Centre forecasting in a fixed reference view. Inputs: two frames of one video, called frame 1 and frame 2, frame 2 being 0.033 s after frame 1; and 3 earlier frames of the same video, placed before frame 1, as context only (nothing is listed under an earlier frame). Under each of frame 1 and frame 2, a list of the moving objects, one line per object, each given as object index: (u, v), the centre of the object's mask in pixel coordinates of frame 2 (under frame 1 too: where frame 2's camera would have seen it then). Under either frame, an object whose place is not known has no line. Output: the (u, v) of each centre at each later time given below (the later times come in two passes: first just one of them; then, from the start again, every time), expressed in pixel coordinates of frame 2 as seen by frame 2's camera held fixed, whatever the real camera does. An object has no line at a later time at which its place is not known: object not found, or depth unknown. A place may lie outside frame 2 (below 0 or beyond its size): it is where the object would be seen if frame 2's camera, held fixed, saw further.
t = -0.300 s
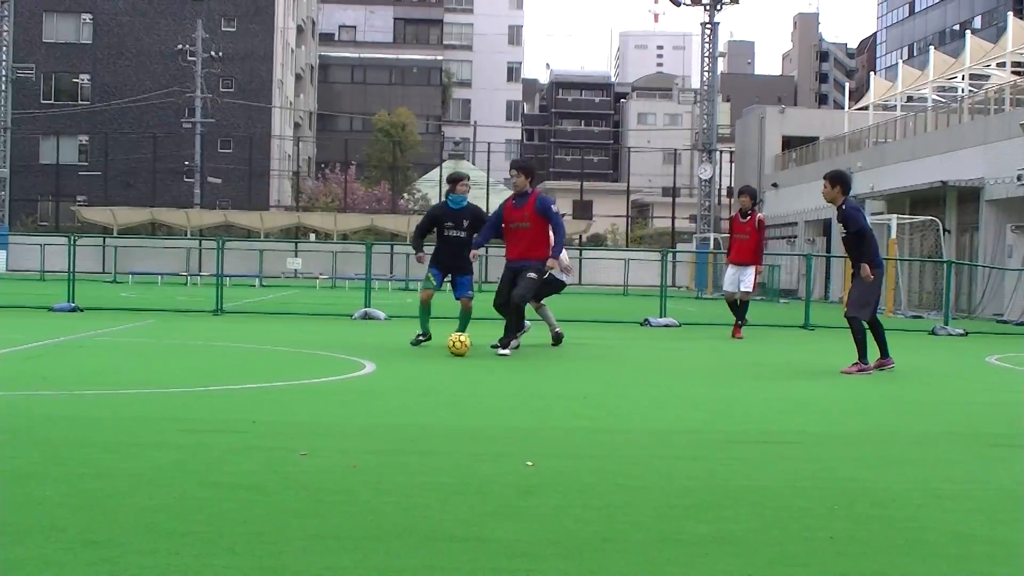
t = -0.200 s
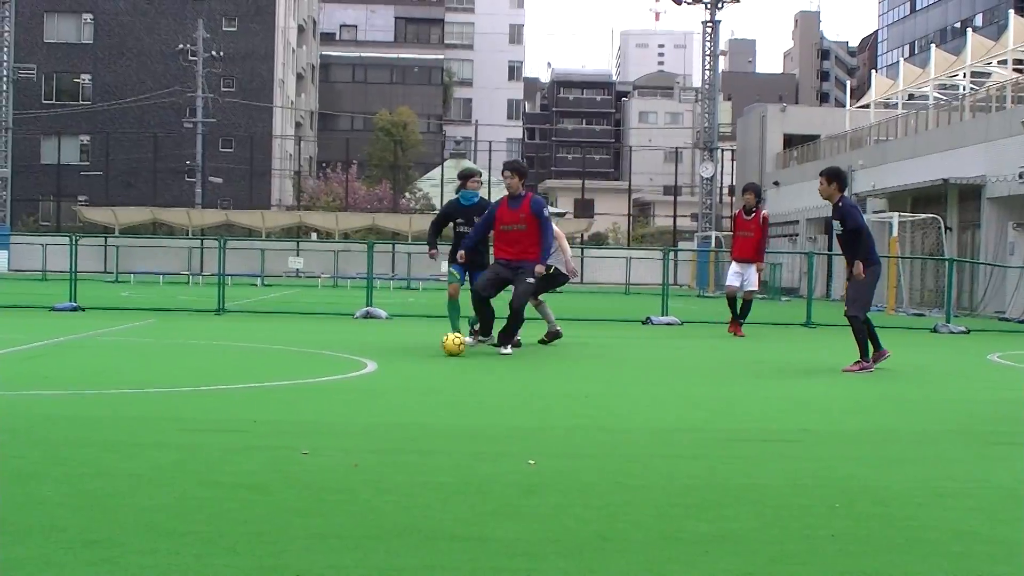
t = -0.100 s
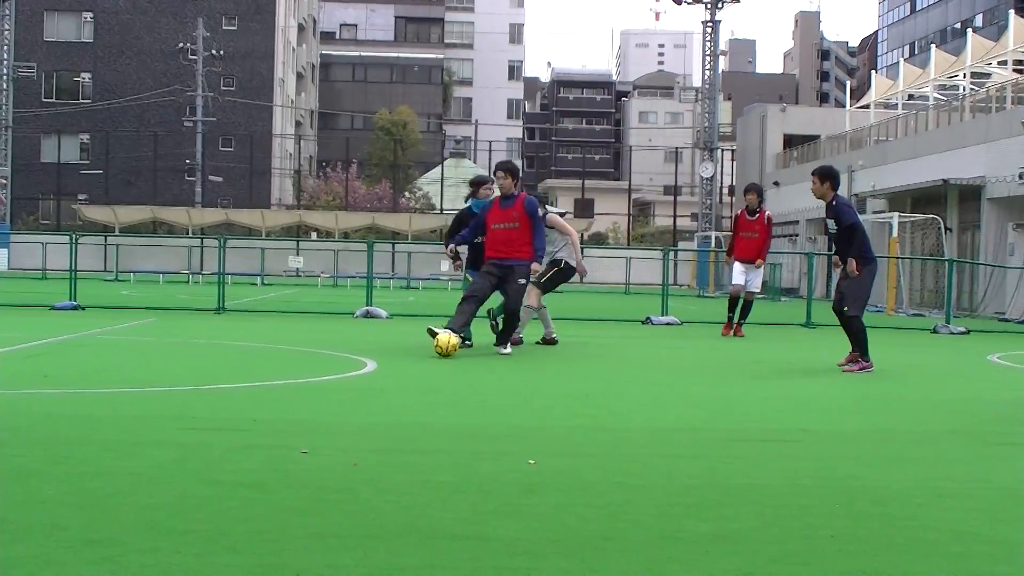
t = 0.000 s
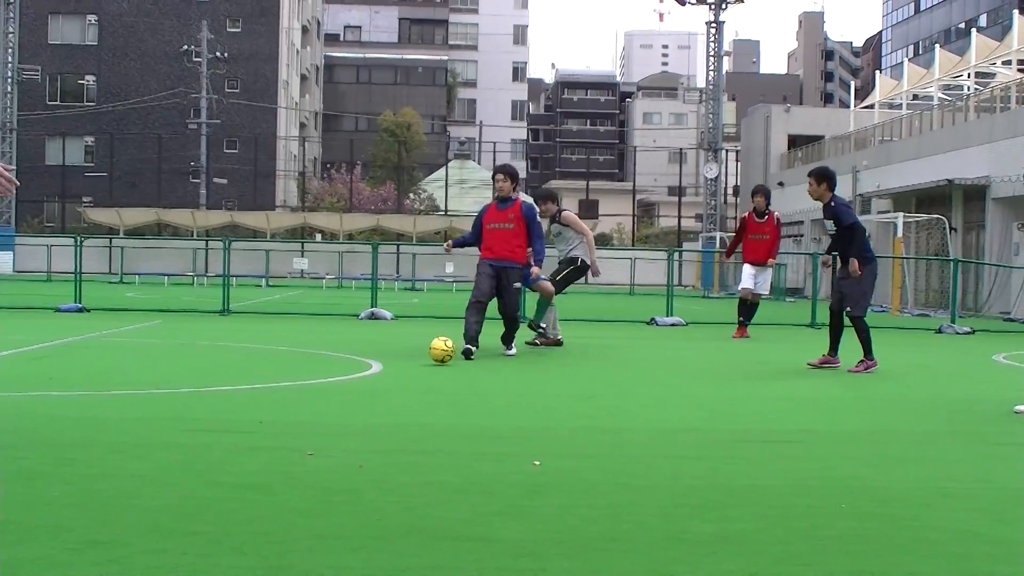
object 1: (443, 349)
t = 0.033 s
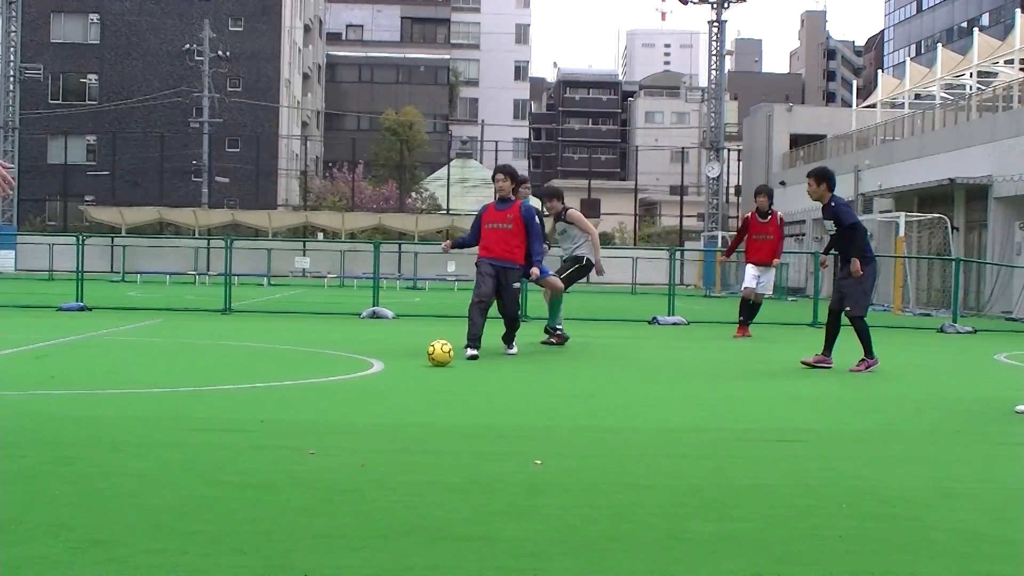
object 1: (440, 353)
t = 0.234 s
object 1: (423, 363)
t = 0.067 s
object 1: (437, 353)
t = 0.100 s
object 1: (435, 355)
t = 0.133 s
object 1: (432, 358)
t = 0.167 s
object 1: (429, 359)
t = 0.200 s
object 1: (426, 360)
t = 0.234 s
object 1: (423, 363)
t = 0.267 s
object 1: (420, 365)
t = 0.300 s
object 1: (417, 367)
